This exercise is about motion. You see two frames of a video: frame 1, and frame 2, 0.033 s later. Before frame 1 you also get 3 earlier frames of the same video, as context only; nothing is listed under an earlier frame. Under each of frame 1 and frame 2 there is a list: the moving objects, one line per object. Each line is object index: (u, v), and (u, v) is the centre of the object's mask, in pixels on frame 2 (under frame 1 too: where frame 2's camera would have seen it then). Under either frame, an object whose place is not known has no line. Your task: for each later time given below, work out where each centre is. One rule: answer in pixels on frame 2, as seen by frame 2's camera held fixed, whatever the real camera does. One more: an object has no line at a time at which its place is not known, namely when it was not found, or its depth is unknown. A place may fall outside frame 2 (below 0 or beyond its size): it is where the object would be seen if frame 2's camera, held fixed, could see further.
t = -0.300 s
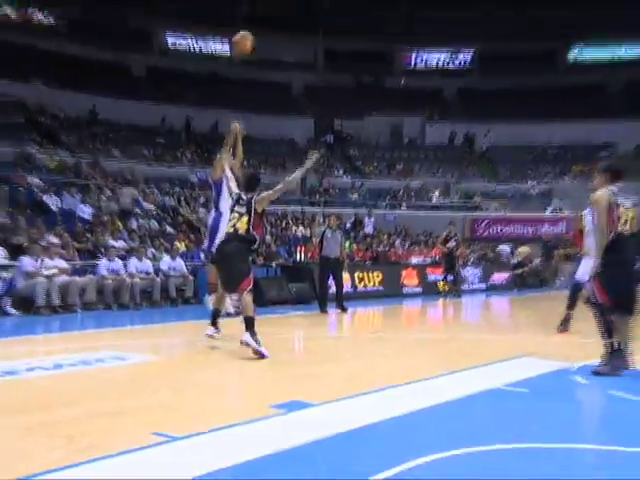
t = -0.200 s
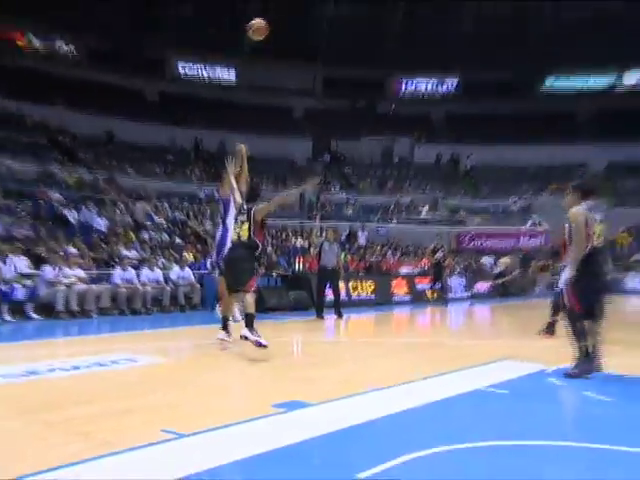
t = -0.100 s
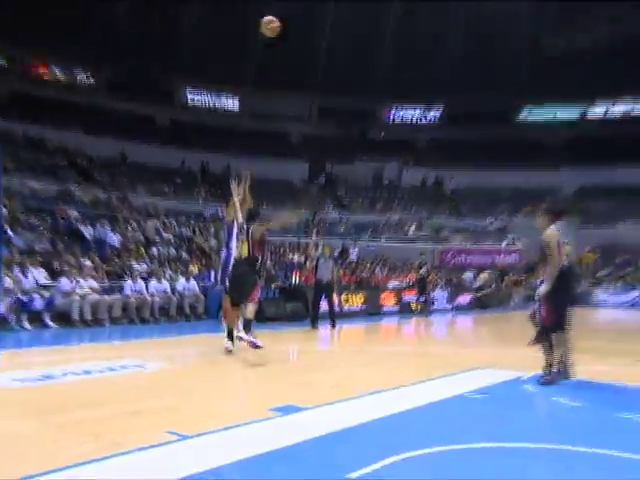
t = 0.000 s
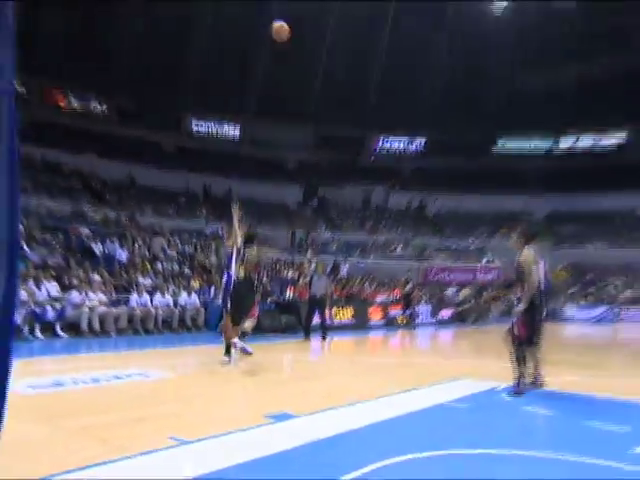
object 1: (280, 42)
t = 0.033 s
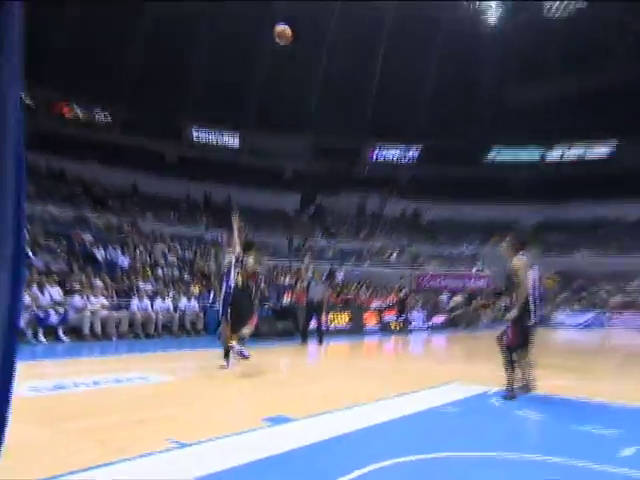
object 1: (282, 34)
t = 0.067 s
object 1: (285, 28)
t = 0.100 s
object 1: (288, 21)
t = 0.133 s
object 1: (292, 15)
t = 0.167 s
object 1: (292, 10)
